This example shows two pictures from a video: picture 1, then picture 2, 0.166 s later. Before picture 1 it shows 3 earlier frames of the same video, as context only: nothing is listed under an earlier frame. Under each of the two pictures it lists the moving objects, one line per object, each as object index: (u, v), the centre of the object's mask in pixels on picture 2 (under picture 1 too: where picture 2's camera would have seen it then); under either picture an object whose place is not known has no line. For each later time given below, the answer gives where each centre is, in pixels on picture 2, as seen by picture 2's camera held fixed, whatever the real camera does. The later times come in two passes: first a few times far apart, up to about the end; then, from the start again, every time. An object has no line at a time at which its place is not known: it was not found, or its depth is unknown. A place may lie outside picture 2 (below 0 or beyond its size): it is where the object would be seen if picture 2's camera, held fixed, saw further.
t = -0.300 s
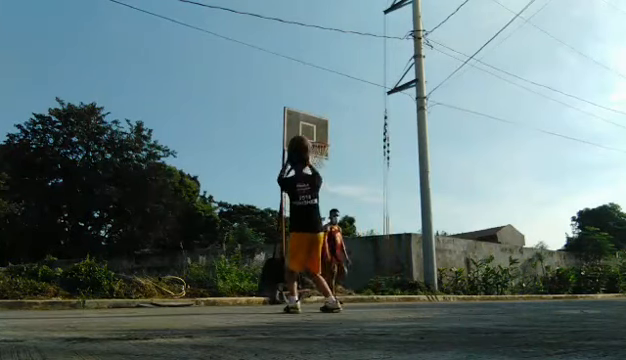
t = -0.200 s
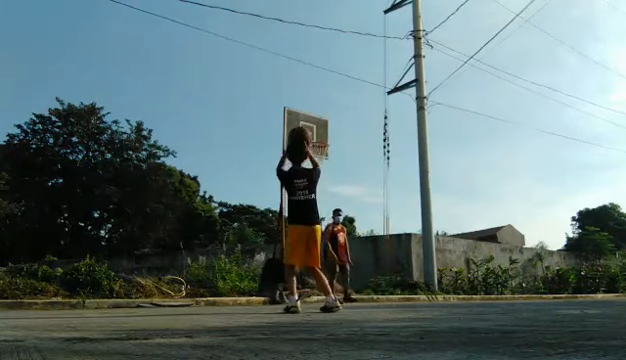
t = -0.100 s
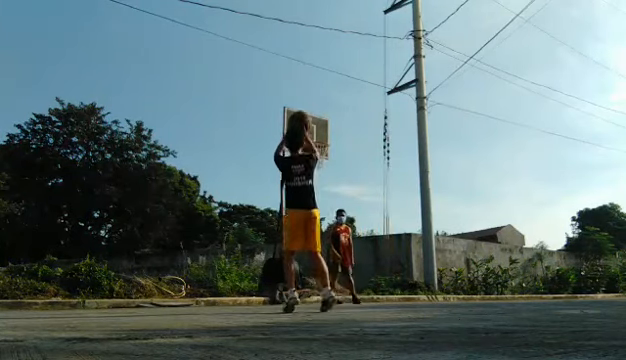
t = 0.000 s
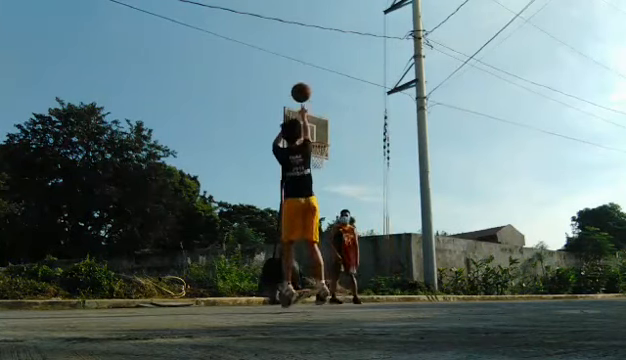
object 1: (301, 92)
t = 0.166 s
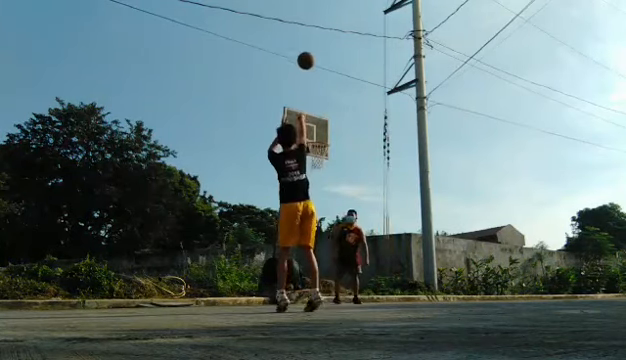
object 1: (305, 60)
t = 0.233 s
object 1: (307, 55)
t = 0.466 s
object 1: (311, 58)
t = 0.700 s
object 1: (315, 89)
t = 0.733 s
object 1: (315, 95)
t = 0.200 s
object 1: (306, 57)
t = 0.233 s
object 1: (307, 55)
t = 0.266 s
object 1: (308, 53)
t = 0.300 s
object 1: (308, 52)
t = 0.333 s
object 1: (309, 52)
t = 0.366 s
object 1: (310, 52)
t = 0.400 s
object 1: (310, 54)
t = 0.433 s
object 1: (311, 56)
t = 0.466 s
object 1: (311, 58)
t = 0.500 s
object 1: (312, 61)
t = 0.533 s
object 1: (312, 64)
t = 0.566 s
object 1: (313, 68)
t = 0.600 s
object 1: (313, 73)
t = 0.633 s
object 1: (314, 77)
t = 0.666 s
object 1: (314, 83)
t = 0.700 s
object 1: (315, 89)
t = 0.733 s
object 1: (315, 95)
